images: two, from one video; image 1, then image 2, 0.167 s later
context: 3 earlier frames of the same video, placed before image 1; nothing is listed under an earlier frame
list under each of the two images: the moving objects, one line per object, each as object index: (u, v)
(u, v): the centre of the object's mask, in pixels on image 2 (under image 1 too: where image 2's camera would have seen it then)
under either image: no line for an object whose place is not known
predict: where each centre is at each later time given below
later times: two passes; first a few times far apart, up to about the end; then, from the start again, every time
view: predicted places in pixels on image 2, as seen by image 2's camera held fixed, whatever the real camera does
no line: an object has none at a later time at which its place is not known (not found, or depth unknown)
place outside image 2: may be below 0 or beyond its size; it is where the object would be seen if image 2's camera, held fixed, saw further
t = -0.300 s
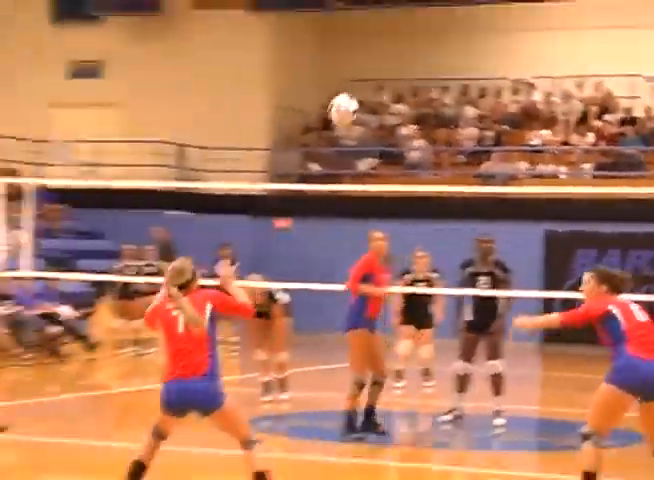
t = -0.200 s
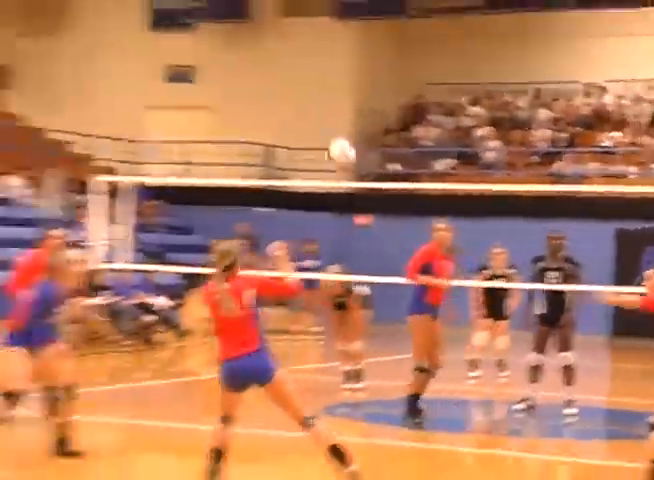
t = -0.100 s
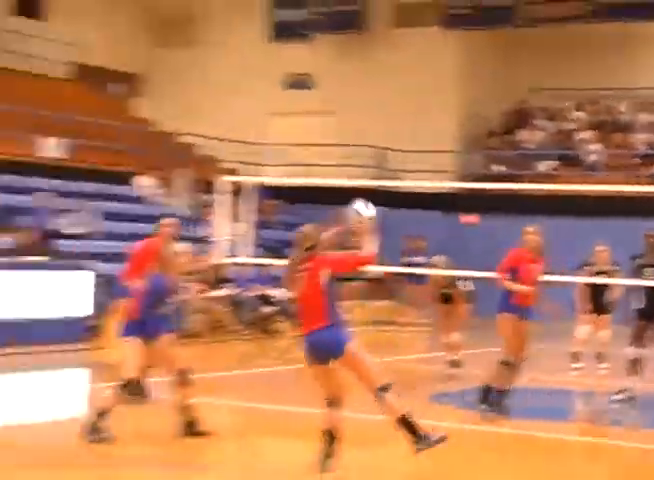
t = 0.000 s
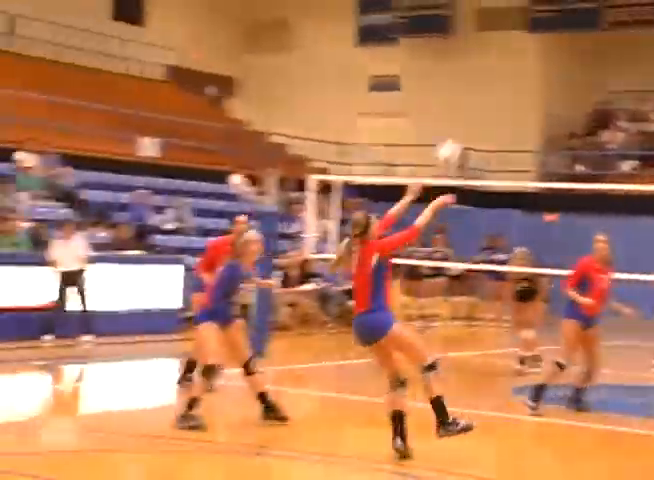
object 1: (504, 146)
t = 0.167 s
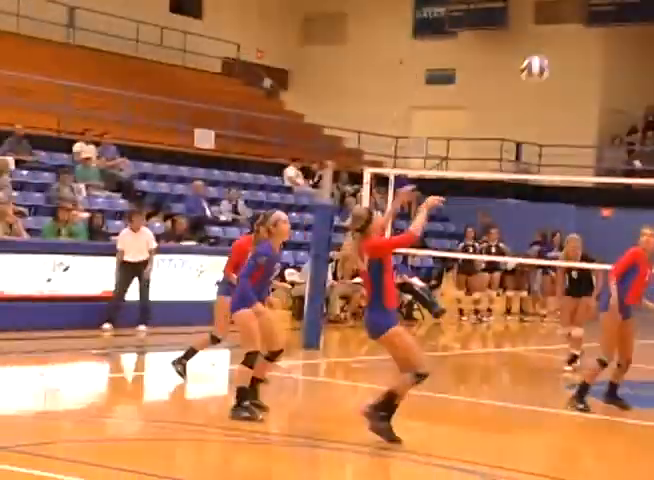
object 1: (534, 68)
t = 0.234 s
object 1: (548, 49)
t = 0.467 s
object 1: (577, 29)
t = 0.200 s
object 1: (540, 58)
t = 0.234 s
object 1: (548, 49)
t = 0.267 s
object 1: (552, 42)
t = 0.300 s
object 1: (557, 36)
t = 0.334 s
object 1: (561, 32)
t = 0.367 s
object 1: (565, 29)
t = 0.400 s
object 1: (569, 28)
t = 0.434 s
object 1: (573, 28)
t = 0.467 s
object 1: (577, 29)
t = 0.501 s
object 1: (582, 32)
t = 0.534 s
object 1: (585, 36)
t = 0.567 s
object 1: (589, 39)
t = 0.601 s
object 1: (593, 46)
